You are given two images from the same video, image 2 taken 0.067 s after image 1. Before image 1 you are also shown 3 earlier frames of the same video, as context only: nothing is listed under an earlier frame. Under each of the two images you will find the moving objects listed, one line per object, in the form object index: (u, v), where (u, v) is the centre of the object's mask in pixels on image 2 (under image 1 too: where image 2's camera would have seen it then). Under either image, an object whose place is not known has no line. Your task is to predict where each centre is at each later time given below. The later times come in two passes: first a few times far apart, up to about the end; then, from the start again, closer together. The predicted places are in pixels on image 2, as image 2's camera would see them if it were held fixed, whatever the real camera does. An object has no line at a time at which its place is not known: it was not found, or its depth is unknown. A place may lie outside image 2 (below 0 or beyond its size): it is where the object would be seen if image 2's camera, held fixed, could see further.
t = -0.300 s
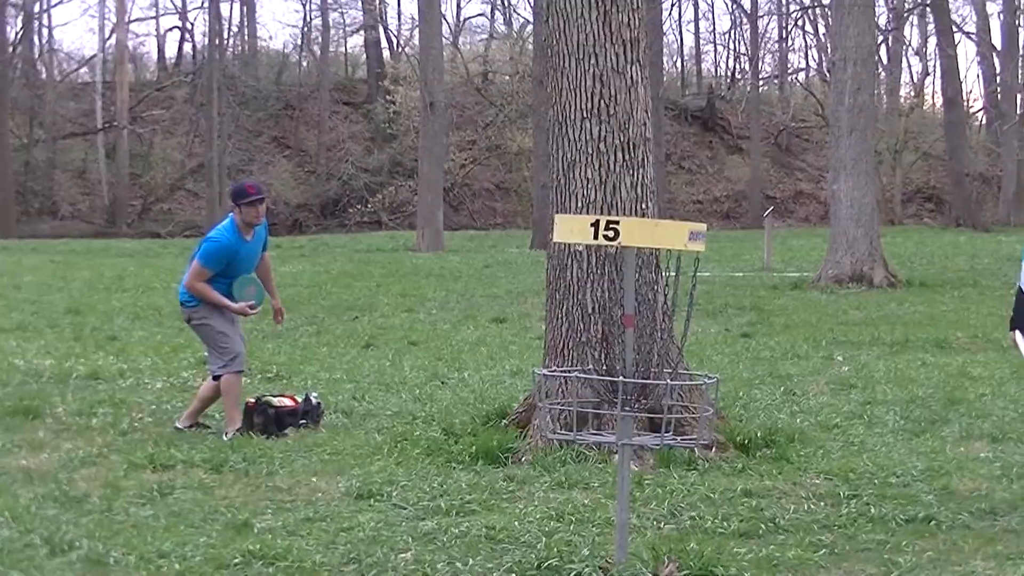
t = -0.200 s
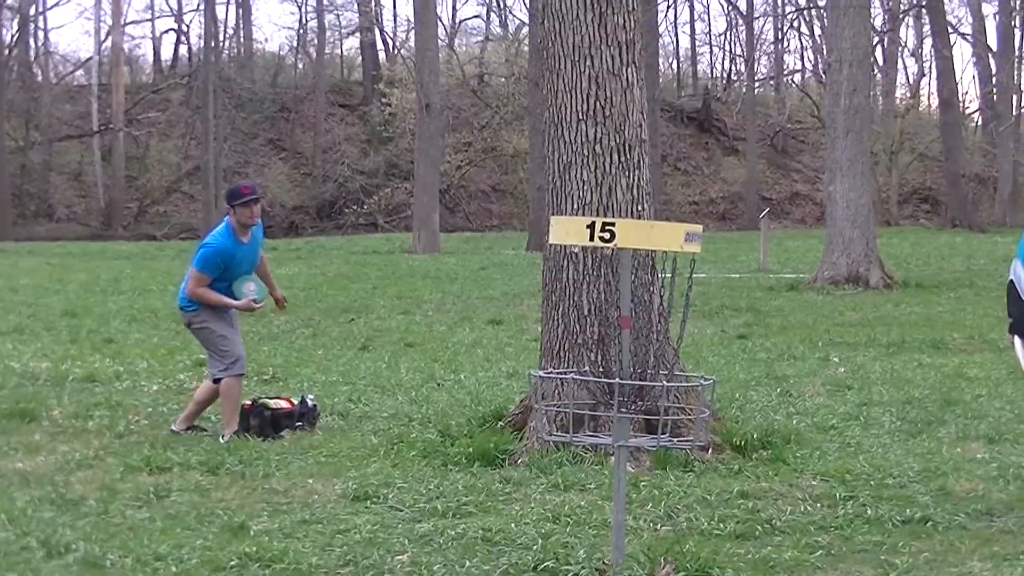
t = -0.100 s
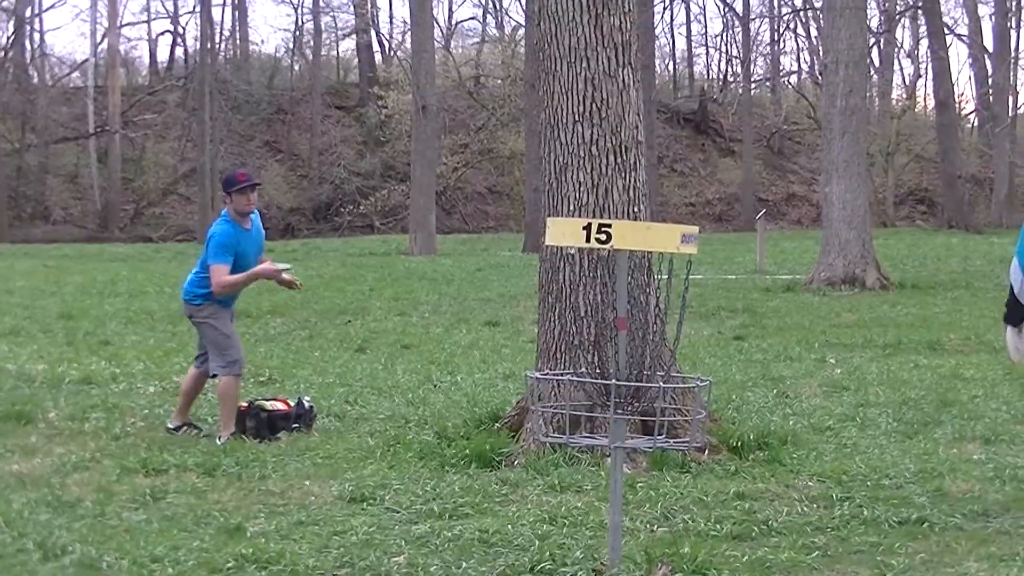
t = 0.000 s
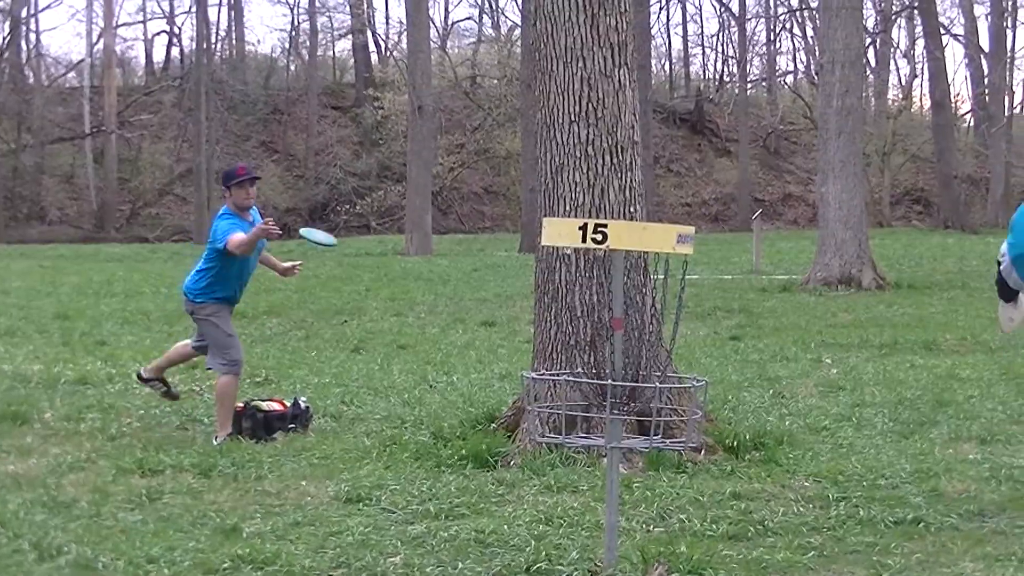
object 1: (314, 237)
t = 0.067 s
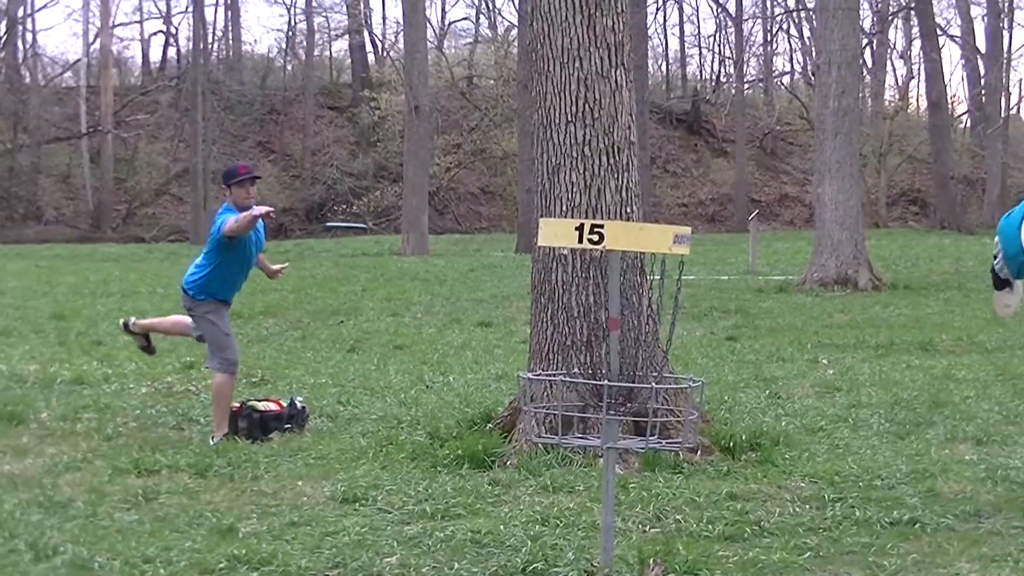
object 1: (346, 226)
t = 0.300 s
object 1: (473, 263)
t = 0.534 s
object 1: (591, 350)
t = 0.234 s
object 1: (438, 238)
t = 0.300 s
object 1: (473, 263)
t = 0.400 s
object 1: (555, 321)
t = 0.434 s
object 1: (576, 335)
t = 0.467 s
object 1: (586, 344)
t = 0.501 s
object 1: (589, 350)
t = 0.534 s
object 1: (591, 350)
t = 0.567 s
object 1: (590, 352)
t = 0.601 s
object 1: (590, 355)
